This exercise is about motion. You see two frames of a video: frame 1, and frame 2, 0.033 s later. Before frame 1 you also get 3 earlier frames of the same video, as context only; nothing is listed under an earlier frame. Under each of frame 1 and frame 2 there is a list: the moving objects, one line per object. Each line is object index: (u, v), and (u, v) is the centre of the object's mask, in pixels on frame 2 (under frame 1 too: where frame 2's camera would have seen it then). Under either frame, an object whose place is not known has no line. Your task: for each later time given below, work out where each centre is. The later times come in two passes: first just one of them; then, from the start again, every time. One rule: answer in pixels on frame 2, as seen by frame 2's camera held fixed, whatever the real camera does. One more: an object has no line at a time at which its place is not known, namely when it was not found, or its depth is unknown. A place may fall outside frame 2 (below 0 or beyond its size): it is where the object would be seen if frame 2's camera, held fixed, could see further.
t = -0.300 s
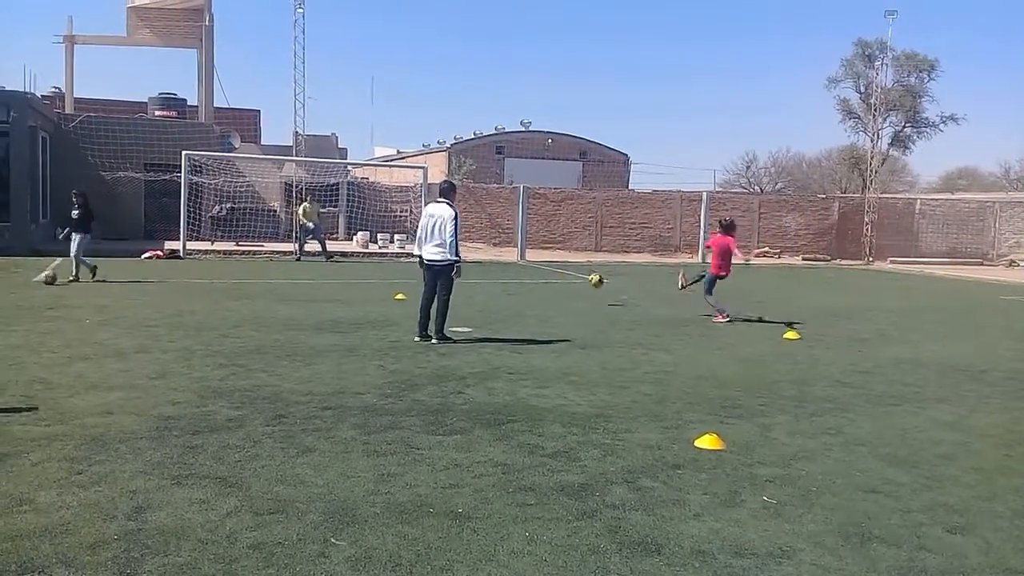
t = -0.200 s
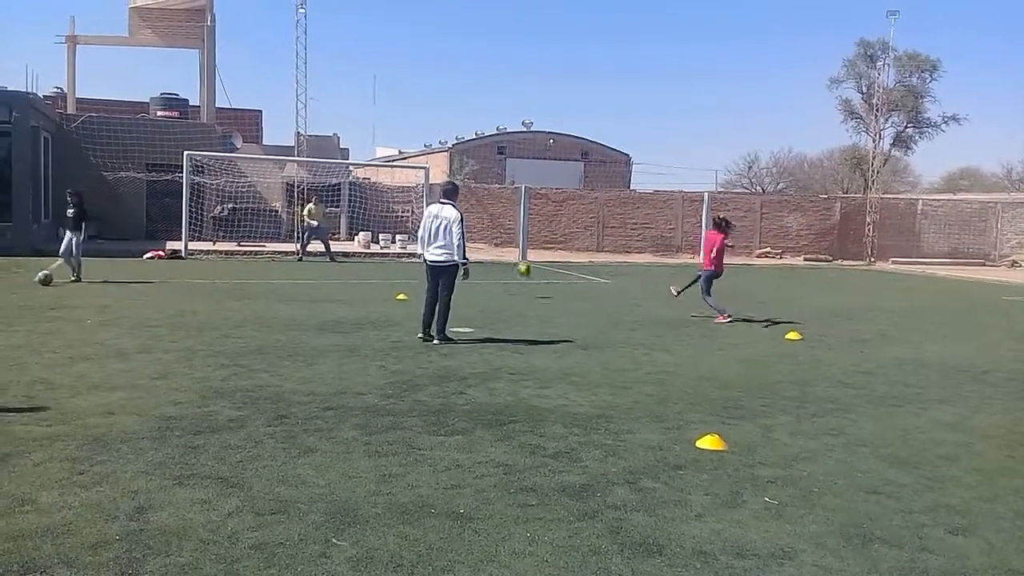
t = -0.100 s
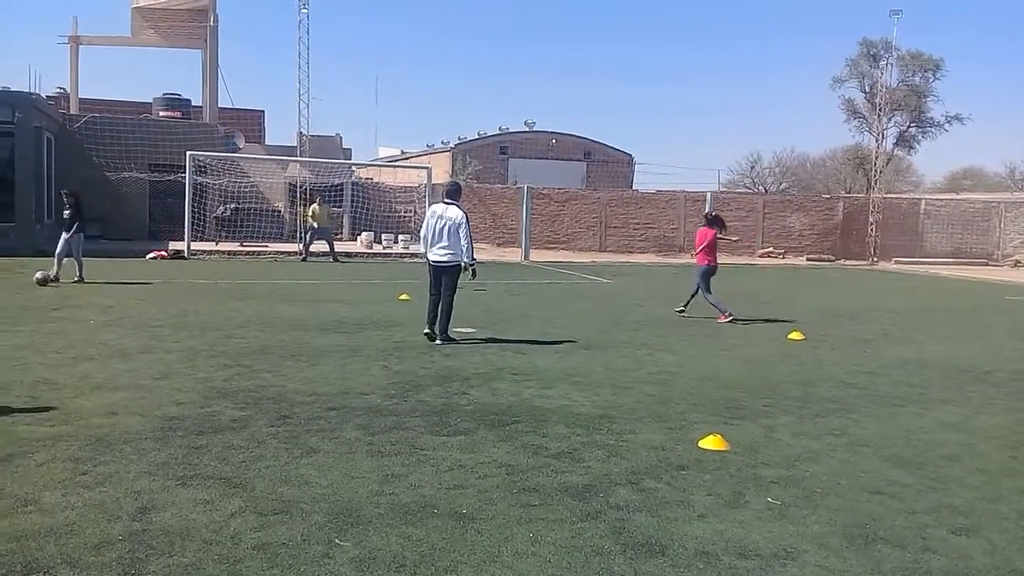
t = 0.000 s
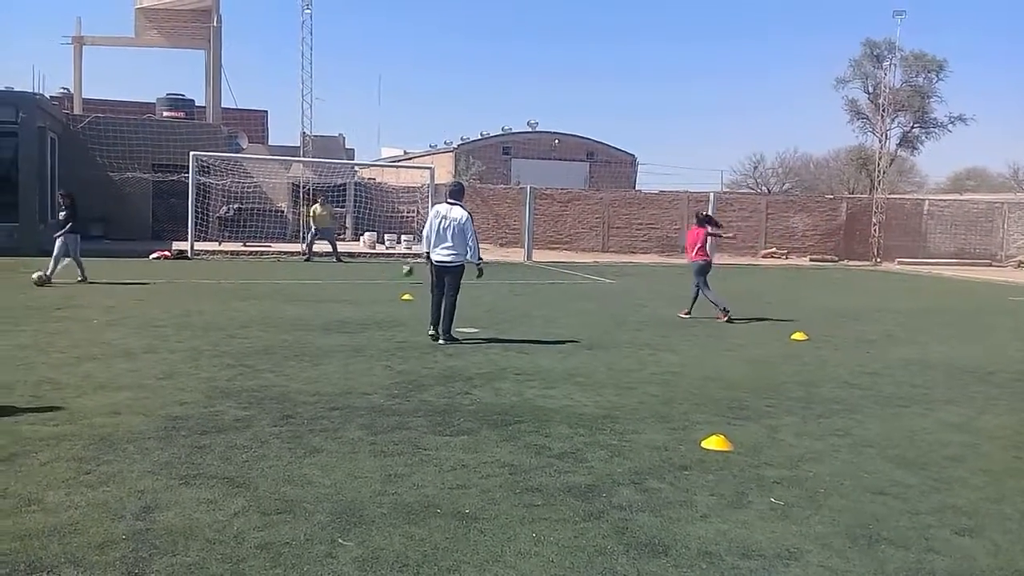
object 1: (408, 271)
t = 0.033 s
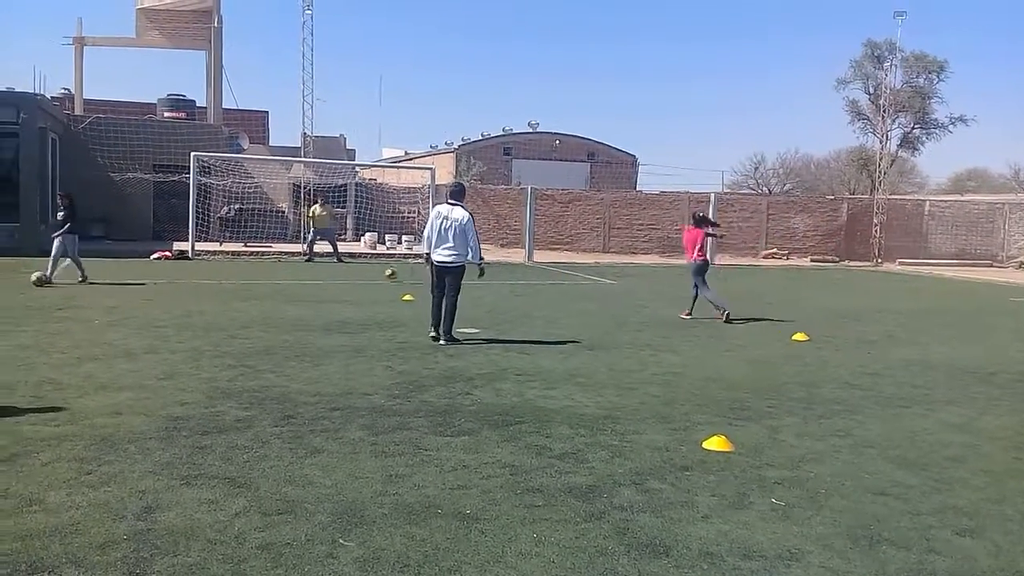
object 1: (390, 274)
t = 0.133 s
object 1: (348, 265)
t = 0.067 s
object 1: (375, 274)
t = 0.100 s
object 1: (361, 269)
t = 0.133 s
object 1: (348, 265)
